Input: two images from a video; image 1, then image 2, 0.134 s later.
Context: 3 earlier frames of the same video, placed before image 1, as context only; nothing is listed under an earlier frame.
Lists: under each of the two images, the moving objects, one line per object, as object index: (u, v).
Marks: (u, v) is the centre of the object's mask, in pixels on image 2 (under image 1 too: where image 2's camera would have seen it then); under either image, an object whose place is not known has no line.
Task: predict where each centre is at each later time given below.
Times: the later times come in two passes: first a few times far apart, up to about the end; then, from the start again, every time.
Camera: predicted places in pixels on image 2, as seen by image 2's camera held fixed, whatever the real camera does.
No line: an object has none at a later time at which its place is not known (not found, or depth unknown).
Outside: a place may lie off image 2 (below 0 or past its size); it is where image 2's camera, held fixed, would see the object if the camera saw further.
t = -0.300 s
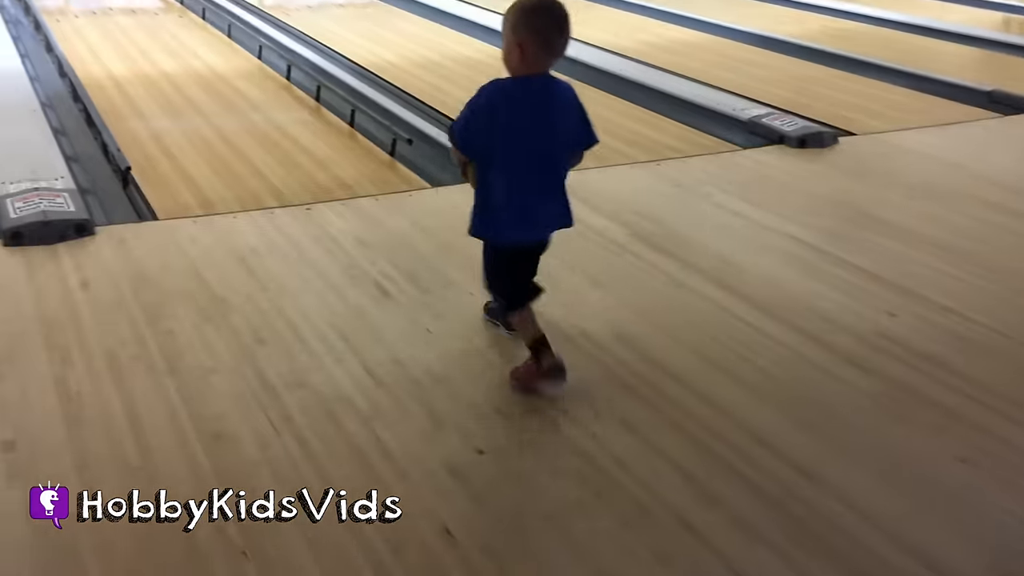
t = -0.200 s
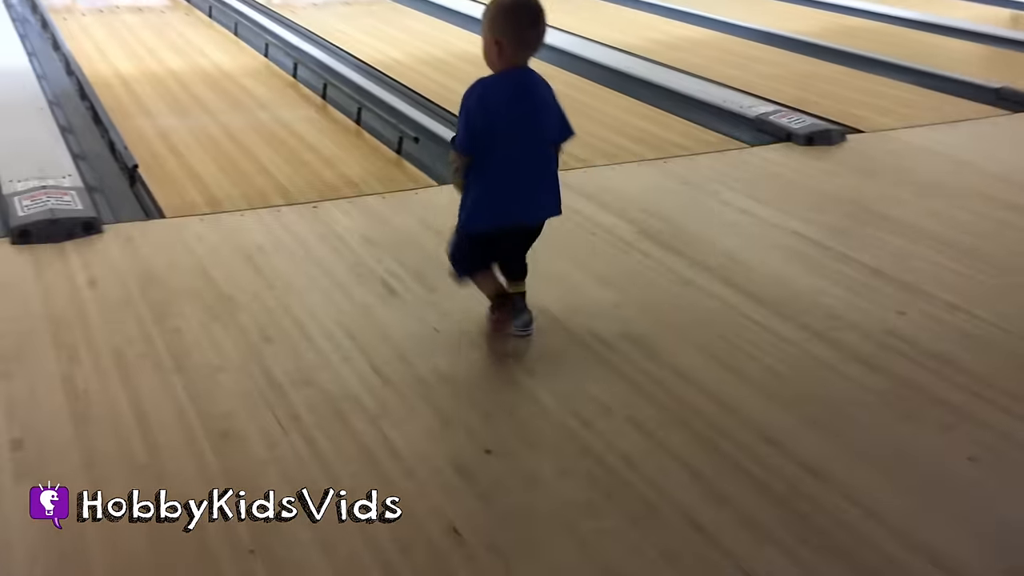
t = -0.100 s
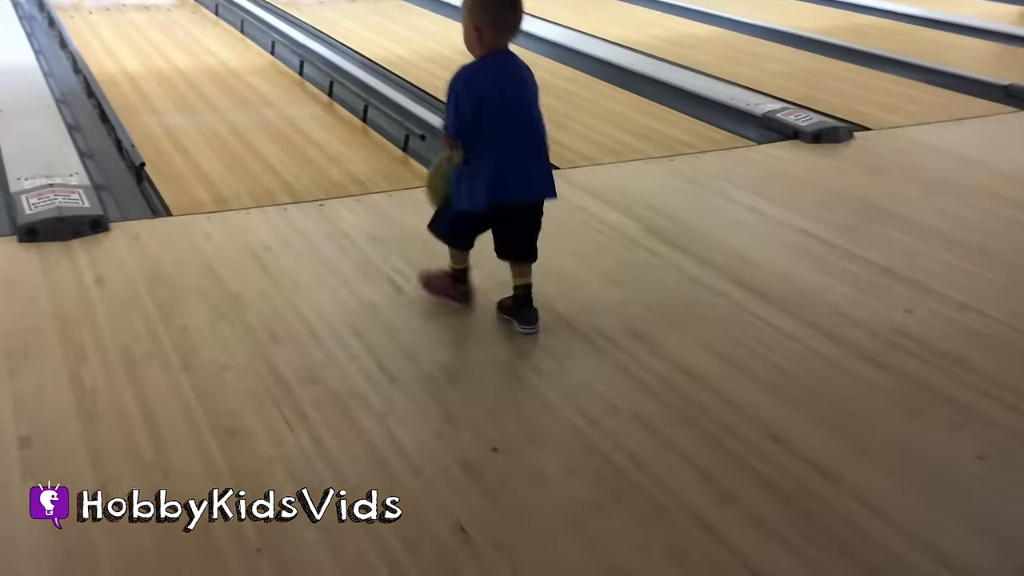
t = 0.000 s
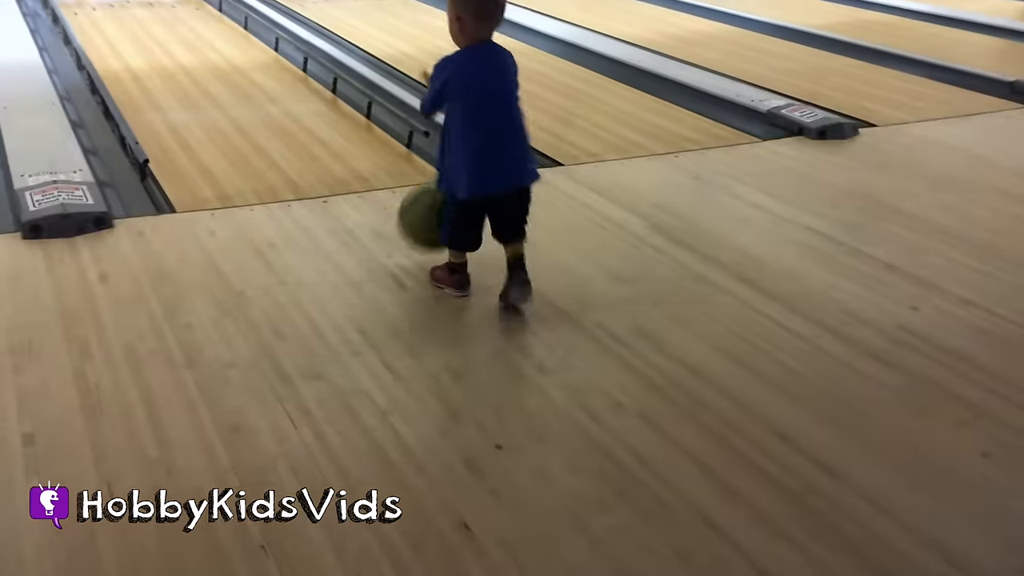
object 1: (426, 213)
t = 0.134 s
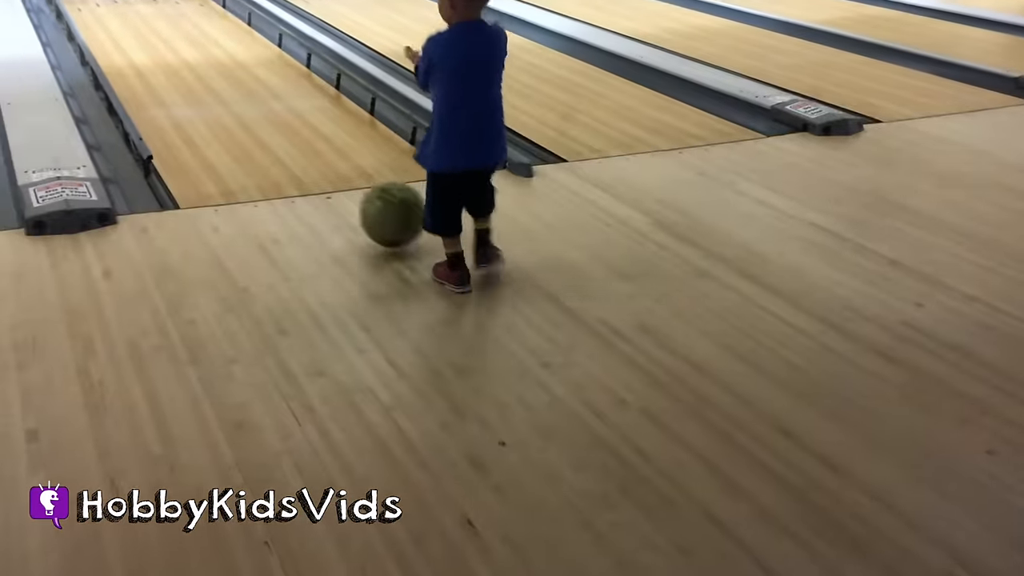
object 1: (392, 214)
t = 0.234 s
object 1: (362, 208)
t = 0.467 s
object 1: (296, 184)
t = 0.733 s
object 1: (230, 157)
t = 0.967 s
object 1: (178, 138)
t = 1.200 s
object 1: (159, 119)
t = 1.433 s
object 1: (150, 101)
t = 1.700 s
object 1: (139, 83)
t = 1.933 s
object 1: (130, 70)
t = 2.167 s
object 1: (122, 58)
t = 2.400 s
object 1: (114, 48)
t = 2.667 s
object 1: (105, 37)
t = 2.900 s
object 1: (98, 29)
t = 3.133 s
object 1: (93, 22)
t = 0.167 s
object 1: (382, 215)
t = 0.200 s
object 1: (372, 210)
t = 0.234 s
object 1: (362, 208)
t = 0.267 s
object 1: (353, 204)
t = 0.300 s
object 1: (343, 200)
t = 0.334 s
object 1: (333, 197)
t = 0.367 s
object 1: (324, 193)
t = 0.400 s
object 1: (315, 190)
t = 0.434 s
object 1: (306, 186)
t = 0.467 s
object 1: (296, 184)
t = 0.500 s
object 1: (287, 180)
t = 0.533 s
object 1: (279, 177)
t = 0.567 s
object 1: (270, 173)
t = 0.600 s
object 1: (262, 171)
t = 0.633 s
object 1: (254, 167)
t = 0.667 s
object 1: (246, 164)
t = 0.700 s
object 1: (238, 160)
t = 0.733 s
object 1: (230, 157)
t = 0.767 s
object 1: (222, 154)
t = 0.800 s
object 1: (215, 151)
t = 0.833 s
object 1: (207, 148)
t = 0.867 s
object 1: (200, 146)
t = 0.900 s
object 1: (192, 143)
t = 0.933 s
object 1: (185, 140)
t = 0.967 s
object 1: (178, 138)
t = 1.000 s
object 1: (172, 135)
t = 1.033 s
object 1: (166, 132)
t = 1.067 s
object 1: (164, 130)
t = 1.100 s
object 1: (163, 127)
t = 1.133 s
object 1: (162, 124)
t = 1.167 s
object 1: (161, 121)
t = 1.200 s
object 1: (159, 119)
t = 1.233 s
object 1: (158, 116)
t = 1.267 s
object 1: (157, 113)
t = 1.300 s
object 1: (155, 111)
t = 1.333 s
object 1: (154, 108)
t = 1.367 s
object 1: (152, 106)
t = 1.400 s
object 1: (151, 103)
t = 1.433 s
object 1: (150, 101)
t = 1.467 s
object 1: (148, 98)
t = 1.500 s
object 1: (147, 96)
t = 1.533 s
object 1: (146, 94)
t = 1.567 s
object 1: (144, 92)
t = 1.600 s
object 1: (143, 89)
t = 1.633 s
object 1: (142, 87)
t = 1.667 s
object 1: (141, 85)
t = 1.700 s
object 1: (139, 83)
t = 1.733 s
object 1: (138, 81)
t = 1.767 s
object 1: (137, 79)
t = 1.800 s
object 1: (135, 77)
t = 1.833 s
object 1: (134, 75)
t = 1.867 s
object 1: (133, 74)
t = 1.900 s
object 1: (132, 72)
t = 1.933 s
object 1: (130, 70)
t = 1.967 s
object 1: (129, 68)
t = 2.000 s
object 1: (128, 66)
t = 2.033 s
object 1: (127, 64)
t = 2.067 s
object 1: (125, 63)
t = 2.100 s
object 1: (124, 61)
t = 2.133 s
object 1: (123, 59)
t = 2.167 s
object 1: (122, 58)
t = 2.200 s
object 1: (120, 57)
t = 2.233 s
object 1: (120, 55)
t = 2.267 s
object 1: (118, 53)
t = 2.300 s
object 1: (117, 52)
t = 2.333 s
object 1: (116, 50)
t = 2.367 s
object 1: (114, 49)
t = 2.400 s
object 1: (114, 48)
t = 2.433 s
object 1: (113, 46)
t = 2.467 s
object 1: (111, 45)
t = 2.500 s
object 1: (110, 43)
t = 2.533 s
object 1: (109, 42)
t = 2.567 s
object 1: (108, 41)
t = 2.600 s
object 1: (107, 40)
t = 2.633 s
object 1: (106, 39)
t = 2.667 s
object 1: (105, 37)
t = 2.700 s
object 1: (104, 36)
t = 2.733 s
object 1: (103, 35)
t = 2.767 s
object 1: (102, 34)
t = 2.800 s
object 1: (101, 32)
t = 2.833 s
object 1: (100, 31)
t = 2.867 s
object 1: (100, 30)
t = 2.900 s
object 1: (98, 29)
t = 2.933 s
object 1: (97, 28)
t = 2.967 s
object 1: (97, 27)
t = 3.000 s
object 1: (96, 26)
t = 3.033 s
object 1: (96, 24)
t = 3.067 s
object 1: (95, 23)
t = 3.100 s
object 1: (95, 22)
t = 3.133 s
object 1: (93, 22)
